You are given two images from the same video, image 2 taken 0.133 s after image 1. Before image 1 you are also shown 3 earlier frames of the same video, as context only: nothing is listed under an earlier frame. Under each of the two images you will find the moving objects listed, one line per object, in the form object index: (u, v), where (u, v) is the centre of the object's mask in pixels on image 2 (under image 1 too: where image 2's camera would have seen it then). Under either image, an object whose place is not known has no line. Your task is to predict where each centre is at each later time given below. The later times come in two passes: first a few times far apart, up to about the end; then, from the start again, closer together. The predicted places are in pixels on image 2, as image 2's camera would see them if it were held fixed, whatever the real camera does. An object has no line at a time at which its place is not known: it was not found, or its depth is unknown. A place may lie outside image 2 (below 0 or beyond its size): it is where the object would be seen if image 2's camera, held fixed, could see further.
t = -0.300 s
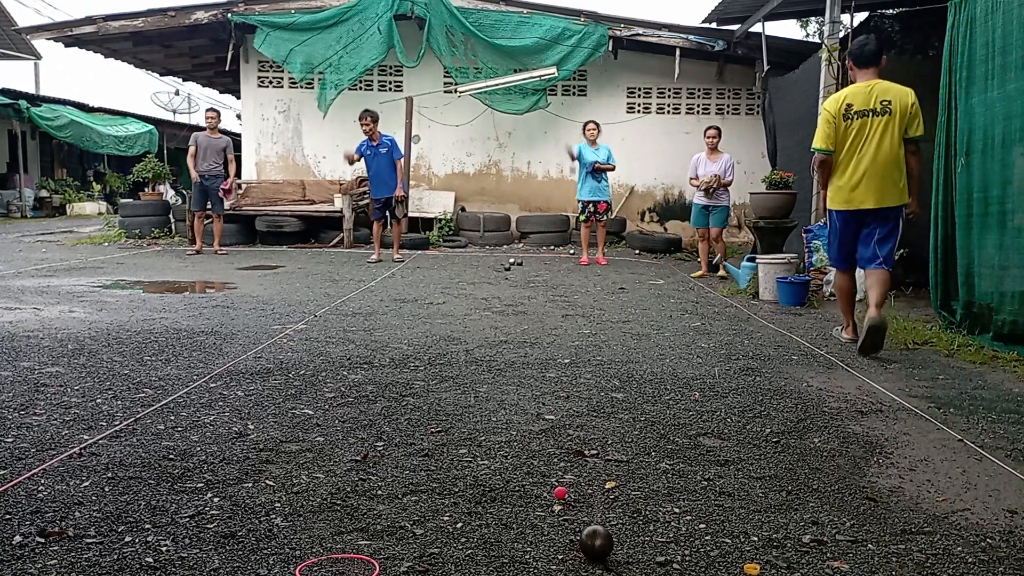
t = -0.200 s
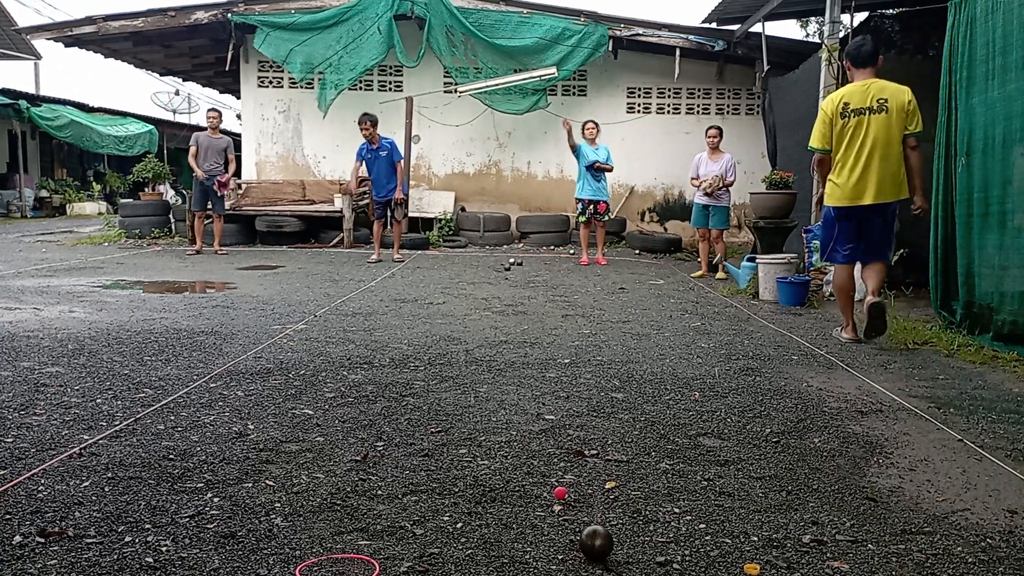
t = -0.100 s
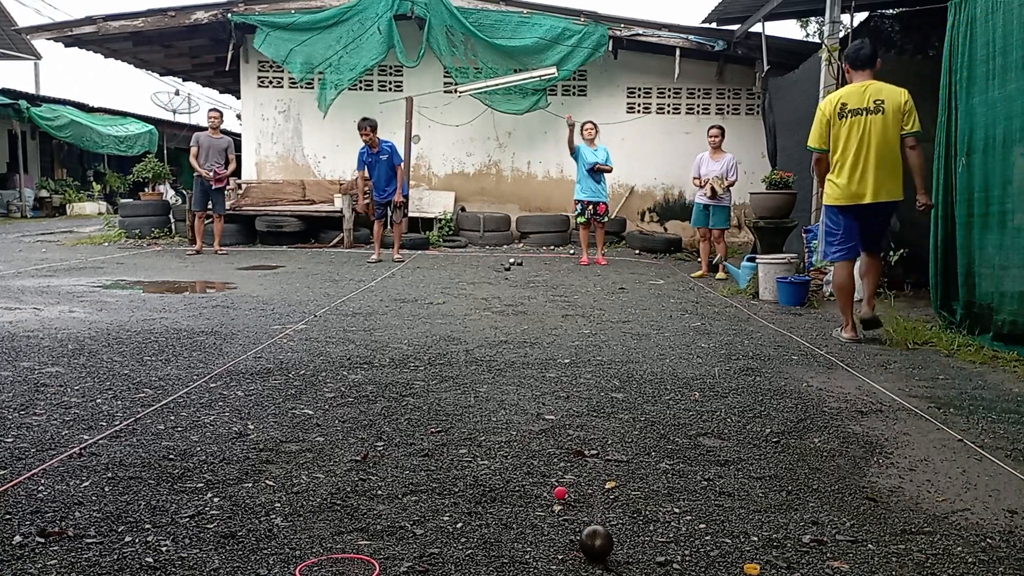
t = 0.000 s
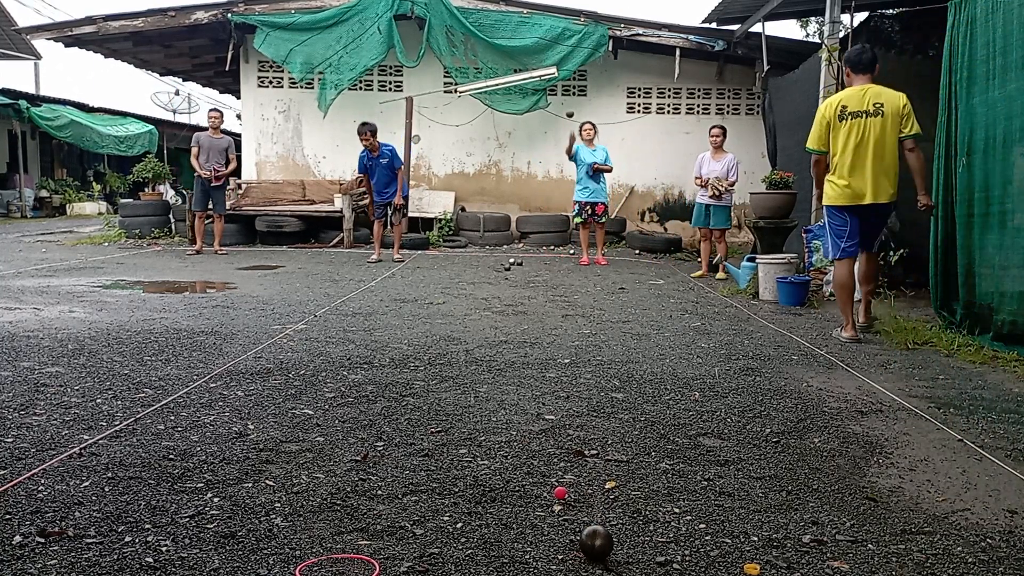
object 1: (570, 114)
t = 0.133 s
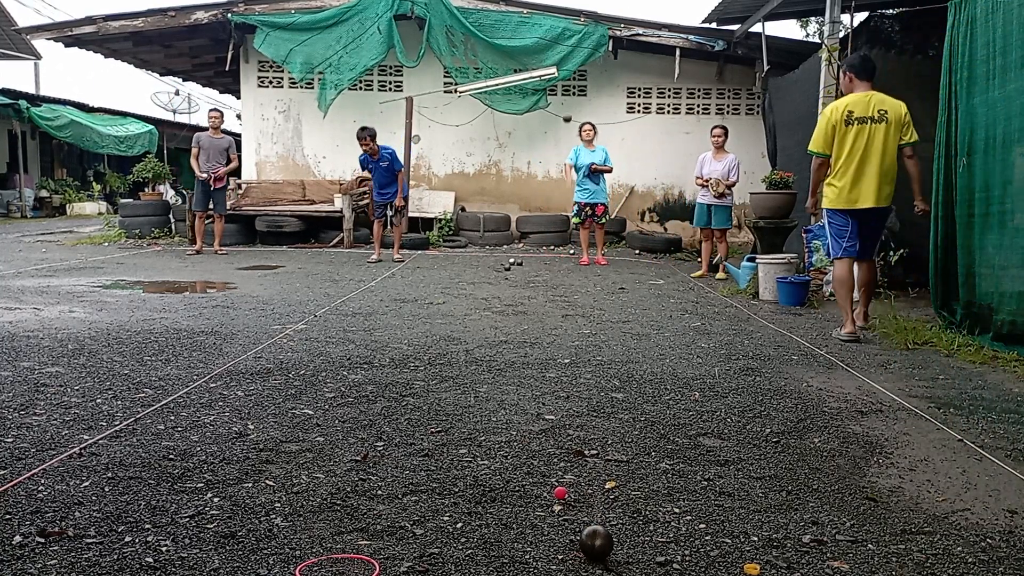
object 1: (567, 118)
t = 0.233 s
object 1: (564, 139)
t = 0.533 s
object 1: (549, 332)
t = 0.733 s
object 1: (543, 342)
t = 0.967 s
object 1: (531, 358)
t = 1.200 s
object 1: (517, 377)
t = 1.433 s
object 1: (503, 394)
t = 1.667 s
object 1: (494, 409)
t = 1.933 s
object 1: (485, 424)
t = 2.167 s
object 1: (484, 434)
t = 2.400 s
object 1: (482, 439)
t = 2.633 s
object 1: (482, 440)
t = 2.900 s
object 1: (482, 440)
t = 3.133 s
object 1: (482, 440)
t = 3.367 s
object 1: (482, 440)
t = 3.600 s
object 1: (482, 440)
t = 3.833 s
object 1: (482, 440)
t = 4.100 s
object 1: (482, 440)
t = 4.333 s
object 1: (482, 440)
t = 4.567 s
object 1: (482, 440)
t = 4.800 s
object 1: (482, 440)
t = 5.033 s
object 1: (482, 440)
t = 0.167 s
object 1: (566, 123)
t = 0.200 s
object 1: (565, 131)
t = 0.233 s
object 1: (564, 139)
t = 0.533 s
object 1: (549, 332)
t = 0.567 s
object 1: (548, 329)
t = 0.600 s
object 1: (547, 328)
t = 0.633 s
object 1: (546, 328)
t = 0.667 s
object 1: (545, 330)
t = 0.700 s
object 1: (544, 335)
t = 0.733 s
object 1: (543, 342)
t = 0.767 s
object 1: (541, 345)
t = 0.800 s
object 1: (540, 346)
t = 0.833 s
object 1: (539, 350)
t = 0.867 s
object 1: (537, 351)
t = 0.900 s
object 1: (534, 353)
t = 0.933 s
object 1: (532, 358)
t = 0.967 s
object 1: (531, 358)
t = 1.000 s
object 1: (529, 362)
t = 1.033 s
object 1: (527, 365)
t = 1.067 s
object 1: (525, 367)
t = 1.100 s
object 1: (523, 370)
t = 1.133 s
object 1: (521, 373)
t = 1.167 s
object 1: (519, 375)
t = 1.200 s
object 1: (517, 377)
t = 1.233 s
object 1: (515, 380)
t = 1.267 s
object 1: (513, 383)
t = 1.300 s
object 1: (511, 385)
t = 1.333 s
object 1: (509, 387)
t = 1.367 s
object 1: (507, 389)
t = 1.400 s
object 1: (505, 392)
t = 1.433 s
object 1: (503, 394)
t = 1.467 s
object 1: (502, 395)
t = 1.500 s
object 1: (501, 398)
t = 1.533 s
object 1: (499, 401)
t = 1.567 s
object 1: (498, 403)
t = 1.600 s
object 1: (497, 405)
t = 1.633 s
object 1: (496, 407)
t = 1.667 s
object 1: (494, 409)
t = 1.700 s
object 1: (493, 411)
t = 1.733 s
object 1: (491, 413)
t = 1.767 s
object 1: (490, 415)
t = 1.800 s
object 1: (488, 417)
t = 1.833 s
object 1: (487, 420)
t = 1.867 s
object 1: (486, 422)
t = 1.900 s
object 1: (485, 424)
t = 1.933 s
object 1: (485, 424)
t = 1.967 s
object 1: (484, 426)
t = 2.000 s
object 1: (484, 427)
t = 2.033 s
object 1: (484, 428)
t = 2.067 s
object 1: (484, 430)
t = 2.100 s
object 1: (484, 432)
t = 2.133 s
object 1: (484, 433)
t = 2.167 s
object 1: (484, 434)
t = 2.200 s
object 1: (484, 435)
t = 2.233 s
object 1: (484, 436)
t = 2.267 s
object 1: (484, 437)
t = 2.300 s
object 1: (483, 438)
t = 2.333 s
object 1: (483, 439)
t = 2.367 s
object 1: (482, 439)
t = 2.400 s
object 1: (482, 439)
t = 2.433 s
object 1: (482, 440)
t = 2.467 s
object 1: (482, 440)
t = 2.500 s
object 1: (482, 440)
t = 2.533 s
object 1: (482, 440)
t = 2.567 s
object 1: (482, 440)
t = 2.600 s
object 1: (482, 440)
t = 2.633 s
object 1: (482, 440)
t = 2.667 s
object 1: (482, 440)
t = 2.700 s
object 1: (482, 440)
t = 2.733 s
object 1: (482, 440)
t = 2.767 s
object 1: (482, 440)
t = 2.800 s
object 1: (482, 440)
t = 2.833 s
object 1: (482, 440)
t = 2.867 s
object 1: (482, 440)
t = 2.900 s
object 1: (482, 440)
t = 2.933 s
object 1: (482, 440)
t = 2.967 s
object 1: (482, 440)
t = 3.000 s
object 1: (482, 440)
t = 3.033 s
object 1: (482, 440)
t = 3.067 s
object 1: (482, 440)
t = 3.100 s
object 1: (482, 440)
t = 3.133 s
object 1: (482, 440)
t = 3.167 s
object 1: (482, 440)
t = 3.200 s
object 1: (482, 440)
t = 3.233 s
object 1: (482, 440)
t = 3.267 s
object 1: (482, 440)
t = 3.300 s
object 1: (482, 440)
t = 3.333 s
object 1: (482, 440)
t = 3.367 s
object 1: (482, 440)
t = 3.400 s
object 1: (482, 440)
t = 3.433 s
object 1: (482, 440)
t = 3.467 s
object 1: (482, 440)
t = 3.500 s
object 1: (482, 440)
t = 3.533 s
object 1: (482, 440)
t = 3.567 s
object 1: (482, 440)
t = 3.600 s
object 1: (482, 440)
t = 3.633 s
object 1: (482, 440)
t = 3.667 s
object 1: (482, 440)
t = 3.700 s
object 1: (482, 440)
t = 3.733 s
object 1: (482, 440)
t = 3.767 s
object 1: (482, 440)
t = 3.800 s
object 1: (482, 440)
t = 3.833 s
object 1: (482, 440)
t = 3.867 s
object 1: (482, 440)
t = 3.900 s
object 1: (482, 440)
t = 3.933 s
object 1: (482, 440)
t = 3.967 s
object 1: (482, 440)
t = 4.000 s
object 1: (482, 440)
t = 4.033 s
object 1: (482, 440)
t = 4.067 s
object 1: (482, 440)
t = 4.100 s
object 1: (482, 440)
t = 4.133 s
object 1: (482, 440)
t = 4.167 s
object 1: (482, 440)
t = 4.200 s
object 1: (482, 440)
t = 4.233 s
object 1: (482, 440)
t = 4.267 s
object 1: (482, 440)
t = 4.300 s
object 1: (482, 440)
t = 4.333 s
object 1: (482, 440)
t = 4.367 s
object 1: (482, 440)
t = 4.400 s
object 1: (482, 440)
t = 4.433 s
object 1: (482, 440)
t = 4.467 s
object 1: (482, 440)
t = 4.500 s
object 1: (482, 440)
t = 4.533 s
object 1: (482, 440)
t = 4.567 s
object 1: (482, 440)
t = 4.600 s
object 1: (482, 440)
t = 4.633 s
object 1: (482, 440)
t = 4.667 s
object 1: (482, 440)
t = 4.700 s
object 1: (482, 440)
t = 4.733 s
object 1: (482, 440)
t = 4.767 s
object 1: (482, 440)
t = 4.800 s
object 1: (482, 440)
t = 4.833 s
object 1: (482, 440)
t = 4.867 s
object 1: (482, 440)
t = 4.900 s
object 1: (482, 440)
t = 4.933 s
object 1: (482, 440)
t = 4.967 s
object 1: (482, 440)
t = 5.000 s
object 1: (482, 440)
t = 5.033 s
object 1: (482, 440)
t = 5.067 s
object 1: (482, 440)
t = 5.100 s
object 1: (482, 440)
